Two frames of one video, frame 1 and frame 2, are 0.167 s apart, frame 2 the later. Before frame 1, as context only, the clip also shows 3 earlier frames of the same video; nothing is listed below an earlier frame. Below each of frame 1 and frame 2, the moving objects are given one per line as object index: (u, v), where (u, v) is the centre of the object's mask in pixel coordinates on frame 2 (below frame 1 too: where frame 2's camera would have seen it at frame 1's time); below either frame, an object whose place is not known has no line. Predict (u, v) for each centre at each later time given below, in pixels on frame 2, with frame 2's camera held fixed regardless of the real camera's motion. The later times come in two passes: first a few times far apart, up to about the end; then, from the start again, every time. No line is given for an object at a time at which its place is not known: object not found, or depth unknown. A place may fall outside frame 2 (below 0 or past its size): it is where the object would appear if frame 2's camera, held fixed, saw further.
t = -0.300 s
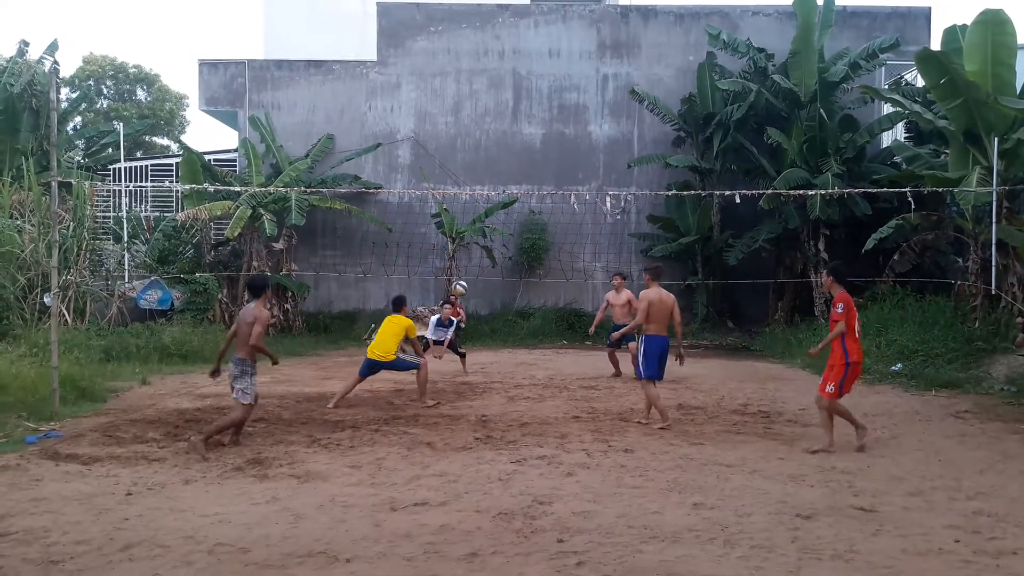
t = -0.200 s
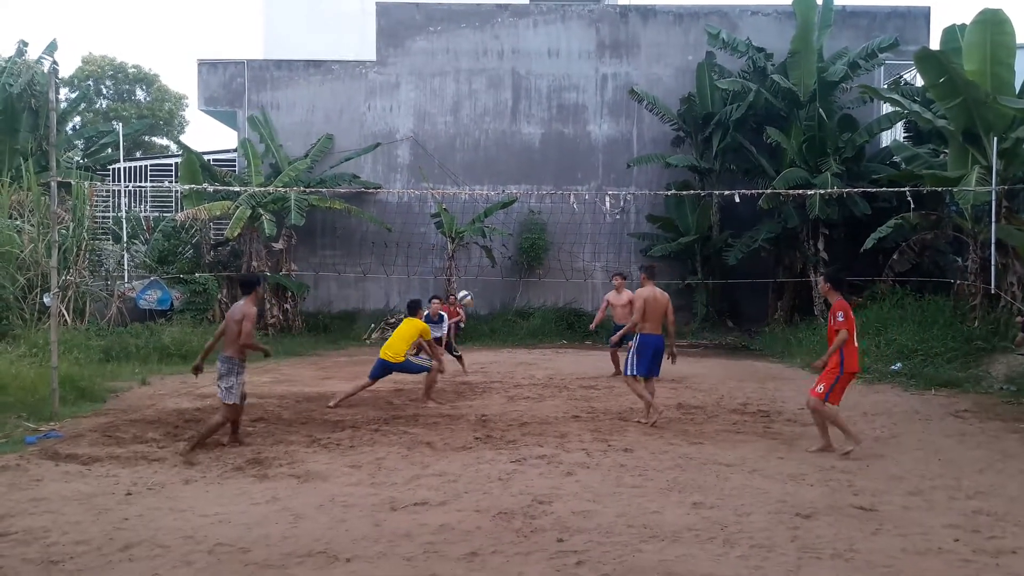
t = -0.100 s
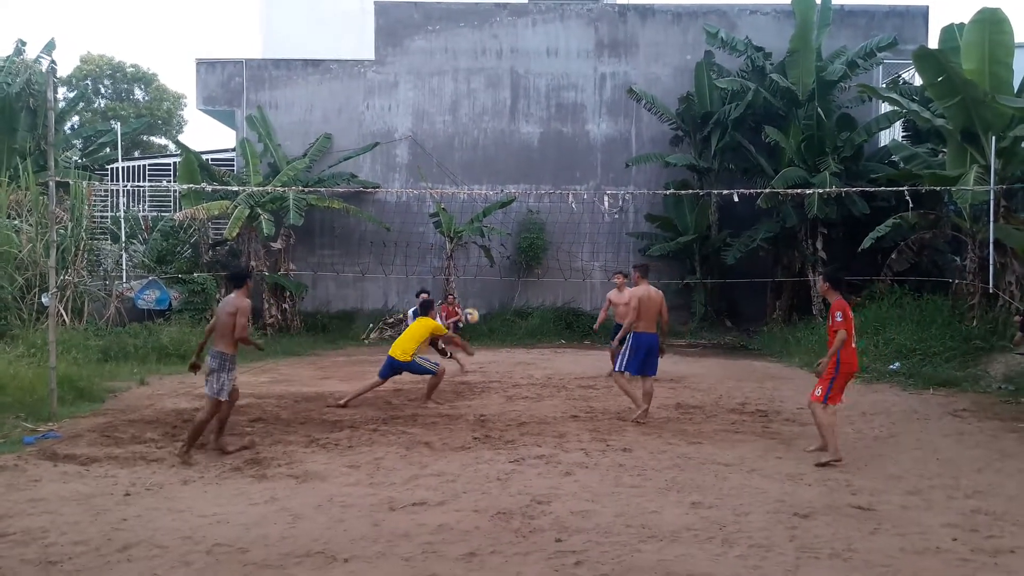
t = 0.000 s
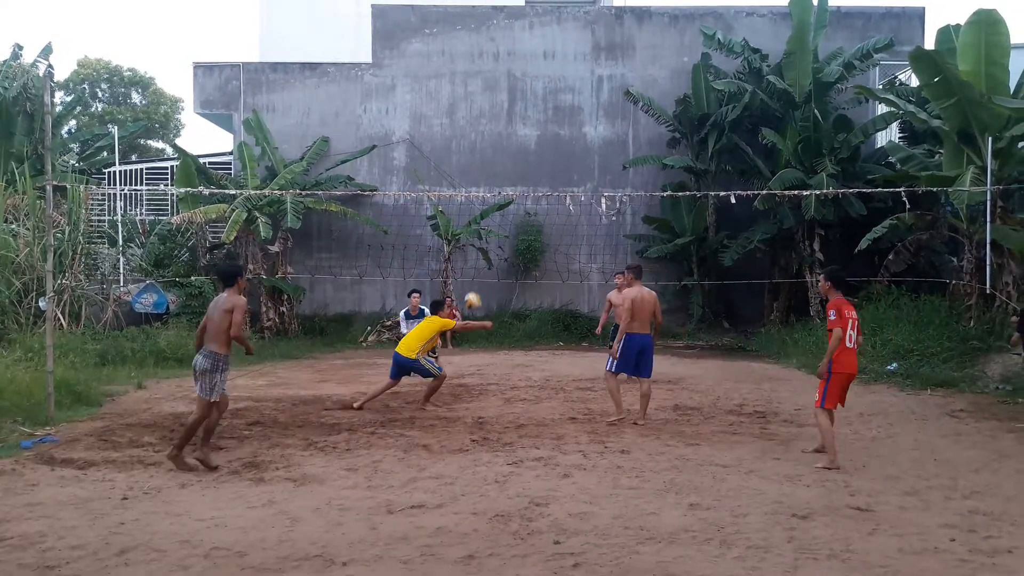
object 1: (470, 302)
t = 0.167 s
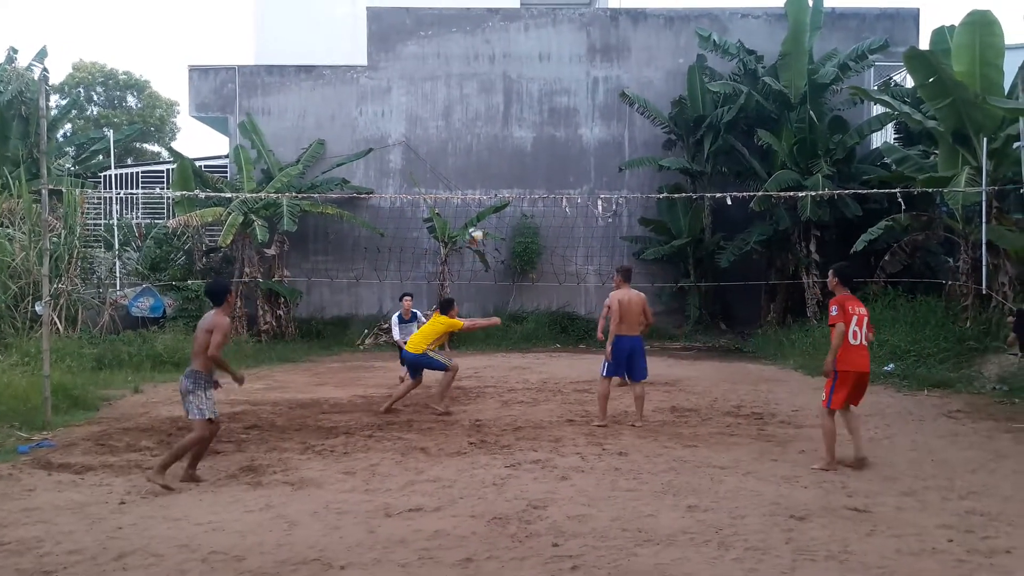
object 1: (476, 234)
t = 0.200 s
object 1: (476, 223)
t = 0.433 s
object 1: (483, 171)
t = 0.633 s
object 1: (490, 163)
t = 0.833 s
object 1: (497, 185)
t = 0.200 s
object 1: (476, 223)
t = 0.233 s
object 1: (476, 215)
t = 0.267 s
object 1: (478, 204)
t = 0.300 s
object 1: (478, 193)
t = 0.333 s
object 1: (480, 187)
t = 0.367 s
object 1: (479, 180)
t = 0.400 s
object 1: (481, 175)
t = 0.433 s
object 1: (483, 171)
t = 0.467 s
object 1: (483, 167)
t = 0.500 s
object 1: (485, 164)
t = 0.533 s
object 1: (486, 162)
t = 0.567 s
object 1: (488, 162)
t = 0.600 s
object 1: (489, 161)
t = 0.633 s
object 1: (490, 163)
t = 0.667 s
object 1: (491, 164)
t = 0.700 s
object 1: (492, 166)
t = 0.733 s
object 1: (494, 168)
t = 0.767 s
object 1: (495, 172)
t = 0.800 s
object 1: (496, 178)
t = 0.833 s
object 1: (497, 185)
